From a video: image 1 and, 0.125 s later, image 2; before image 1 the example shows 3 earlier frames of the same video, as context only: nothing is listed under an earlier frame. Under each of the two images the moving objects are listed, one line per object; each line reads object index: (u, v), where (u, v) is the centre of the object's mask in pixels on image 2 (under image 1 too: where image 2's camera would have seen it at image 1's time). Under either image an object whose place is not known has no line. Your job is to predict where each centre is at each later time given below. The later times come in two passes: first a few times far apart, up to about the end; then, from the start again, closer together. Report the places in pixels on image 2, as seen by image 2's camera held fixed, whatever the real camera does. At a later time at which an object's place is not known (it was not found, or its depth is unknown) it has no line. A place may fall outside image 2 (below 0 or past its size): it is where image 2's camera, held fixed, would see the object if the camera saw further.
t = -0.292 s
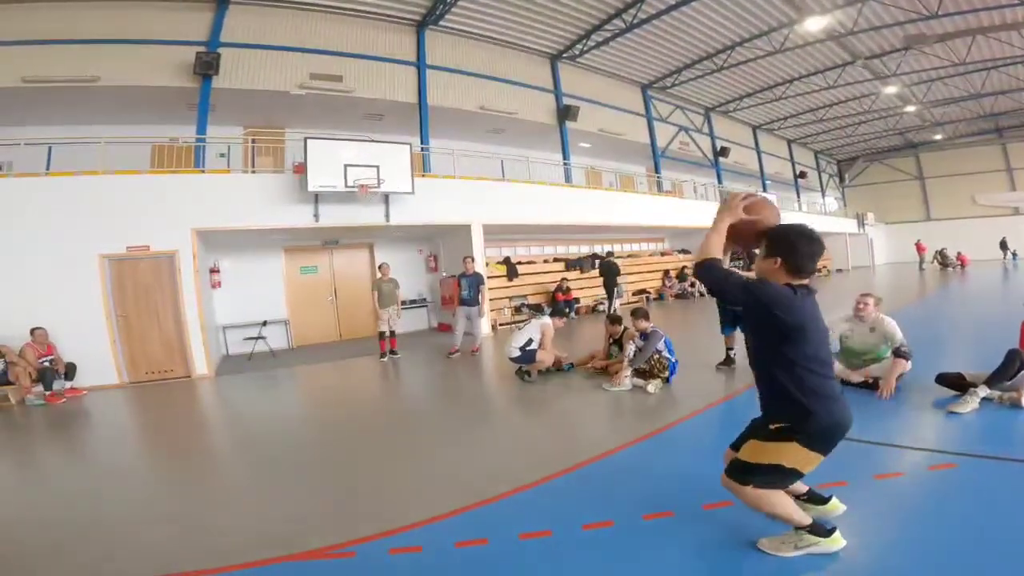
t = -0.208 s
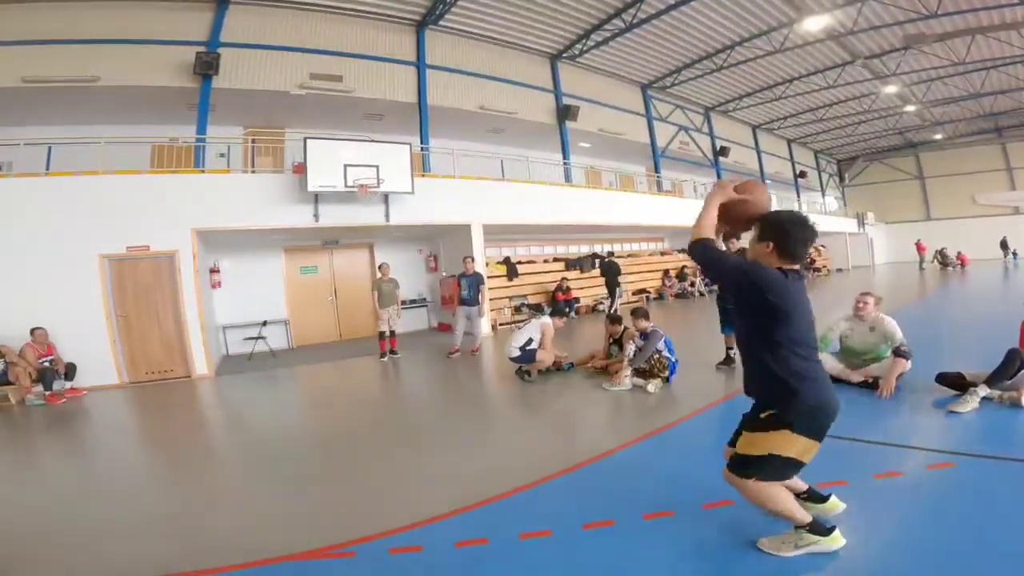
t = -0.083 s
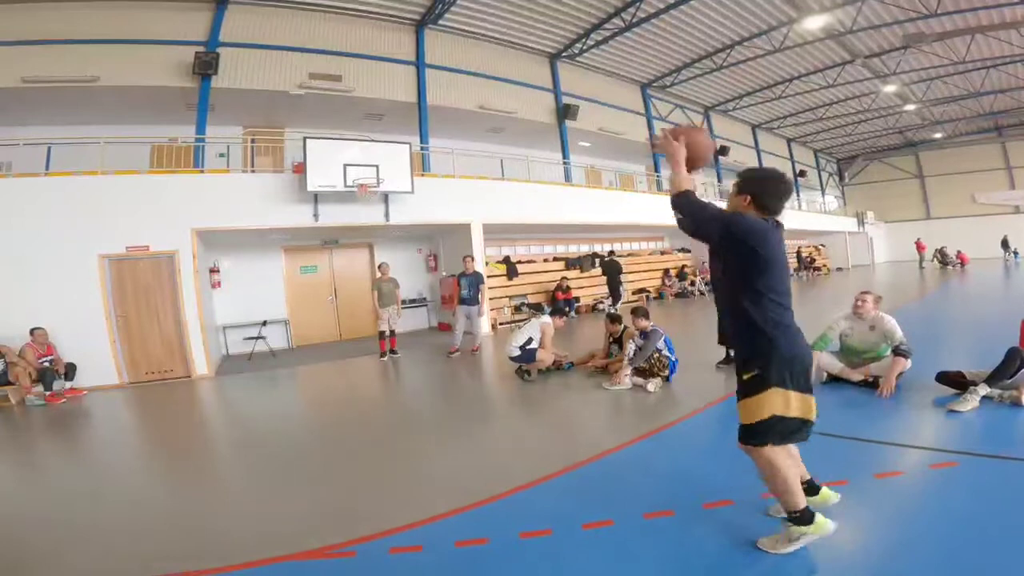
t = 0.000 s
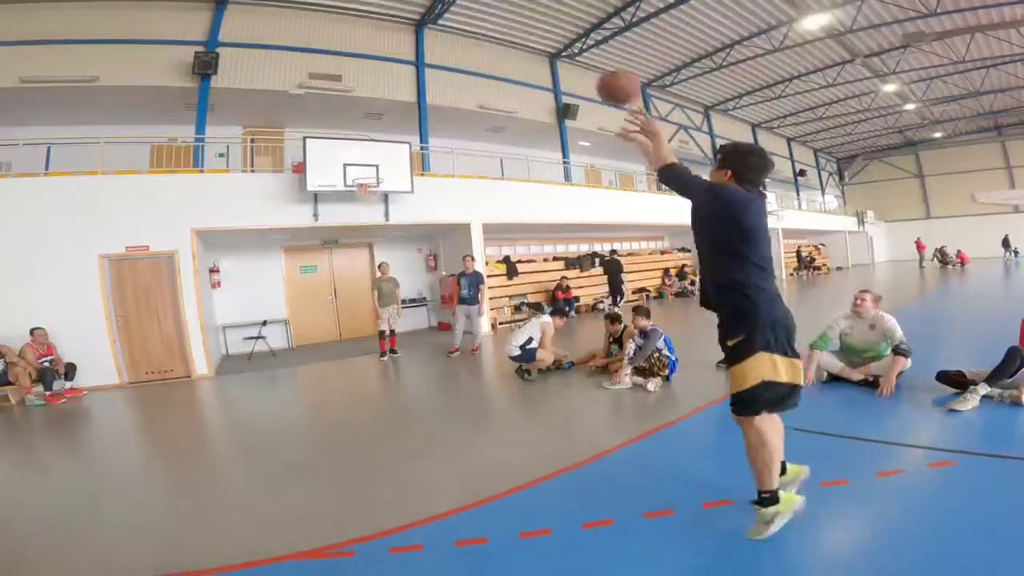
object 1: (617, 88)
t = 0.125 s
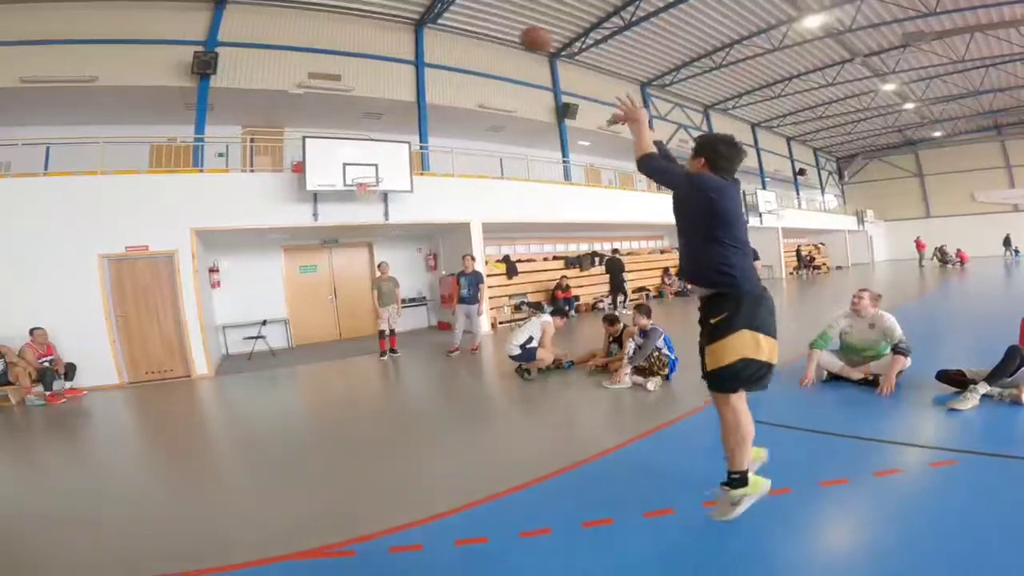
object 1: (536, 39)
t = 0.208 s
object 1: (499, 28)
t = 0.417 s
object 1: (441, 28)
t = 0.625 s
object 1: (405, 54)
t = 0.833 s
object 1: (380, 94)
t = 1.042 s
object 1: (361, 148)
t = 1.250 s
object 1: (353, 158)
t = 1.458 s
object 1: (357, 138)
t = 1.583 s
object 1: (360, 137)
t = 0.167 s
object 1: (517, 32)
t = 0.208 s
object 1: (499, 28)
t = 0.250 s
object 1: (486, 25)
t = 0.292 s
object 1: (473, 24)
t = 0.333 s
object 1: (461, 23)
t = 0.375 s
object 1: (450, 25)
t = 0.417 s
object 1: (441, 28)
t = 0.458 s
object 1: (433, 32)
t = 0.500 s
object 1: (428, 35)
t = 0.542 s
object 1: (418, 41)
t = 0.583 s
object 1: (412, 47)
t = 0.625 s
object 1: (405, 54)
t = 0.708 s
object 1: (394, 68)
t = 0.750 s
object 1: (389, 76)
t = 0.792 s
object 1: (385, 85)
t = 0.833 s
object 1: (380, 94)
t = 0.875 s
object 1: (376, 103)
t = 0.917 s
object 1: (372, 113)
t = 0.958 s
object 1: (368, 124)
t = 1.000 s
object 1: (365, 136)
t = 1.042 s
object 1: (361, 148)
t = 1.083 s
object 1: (359, 161)
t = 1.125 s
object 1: (355, 174)
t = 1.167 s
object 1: (353, 172)
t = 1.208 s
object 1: (353, 164)
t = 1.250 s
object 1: (353, 158)
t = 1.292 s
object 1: (354, 152)
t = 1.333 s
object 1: (356, 147)
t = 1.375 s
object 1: (356, 144)
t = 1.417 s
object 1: (357, 140)
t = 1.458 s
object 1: (357, 138)
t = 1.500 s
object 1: (358, 137)
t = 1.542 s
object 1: (359, 137)
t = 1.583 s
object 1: (360, 137)
